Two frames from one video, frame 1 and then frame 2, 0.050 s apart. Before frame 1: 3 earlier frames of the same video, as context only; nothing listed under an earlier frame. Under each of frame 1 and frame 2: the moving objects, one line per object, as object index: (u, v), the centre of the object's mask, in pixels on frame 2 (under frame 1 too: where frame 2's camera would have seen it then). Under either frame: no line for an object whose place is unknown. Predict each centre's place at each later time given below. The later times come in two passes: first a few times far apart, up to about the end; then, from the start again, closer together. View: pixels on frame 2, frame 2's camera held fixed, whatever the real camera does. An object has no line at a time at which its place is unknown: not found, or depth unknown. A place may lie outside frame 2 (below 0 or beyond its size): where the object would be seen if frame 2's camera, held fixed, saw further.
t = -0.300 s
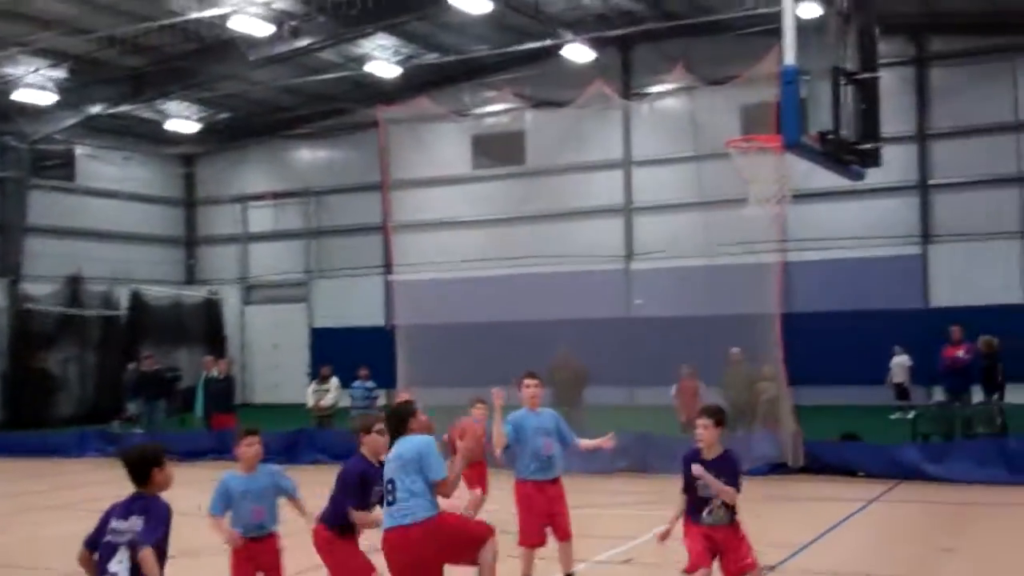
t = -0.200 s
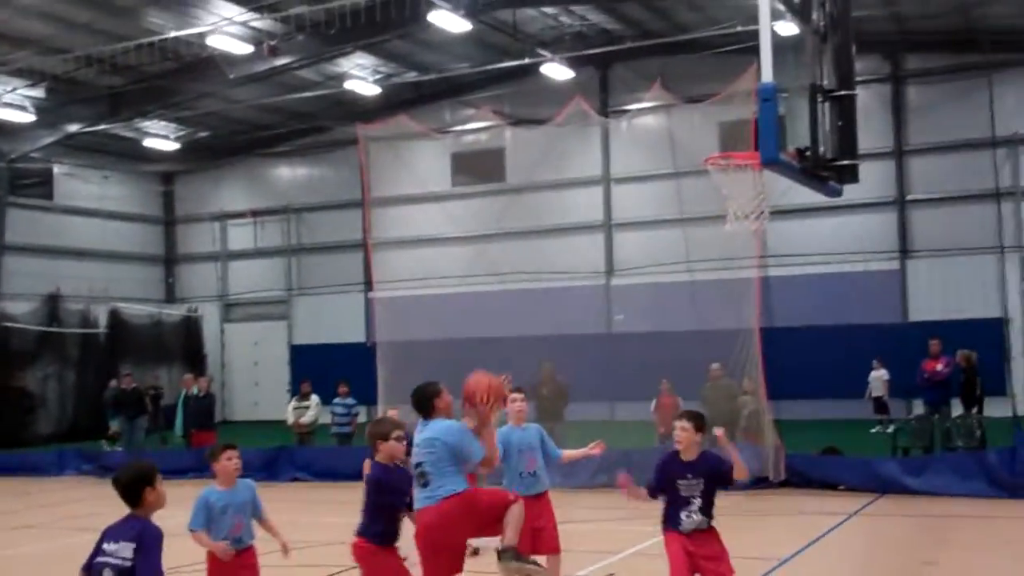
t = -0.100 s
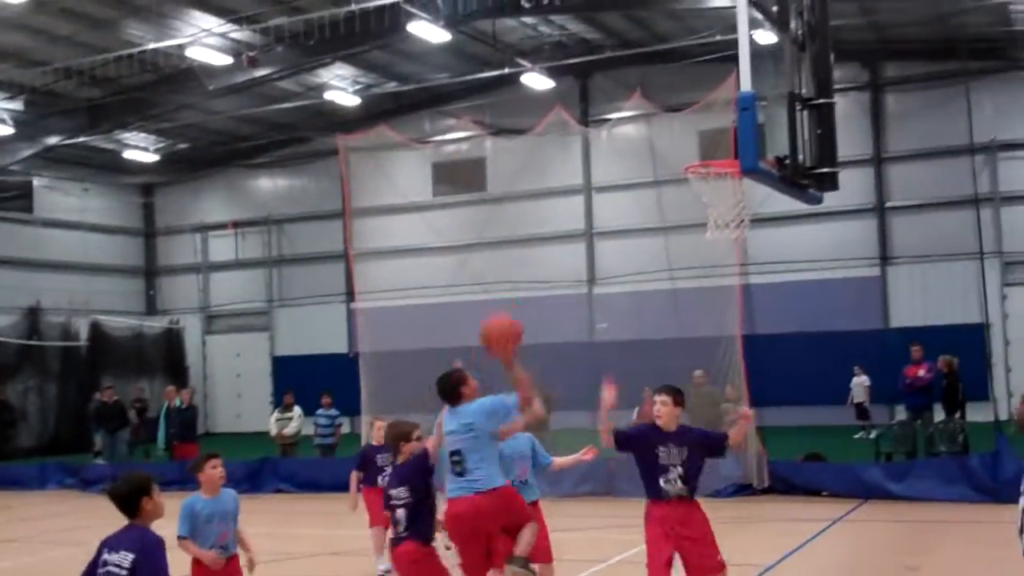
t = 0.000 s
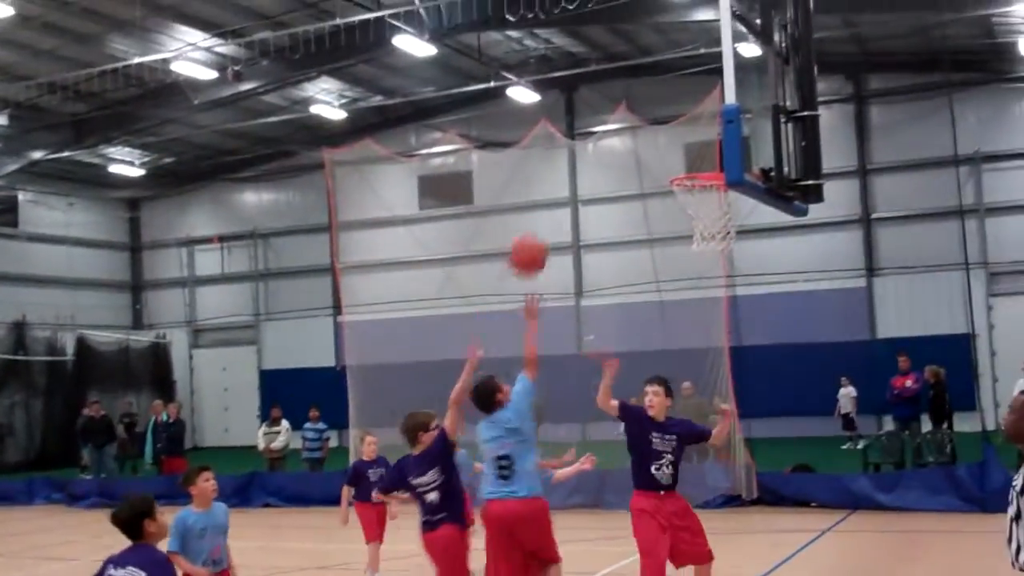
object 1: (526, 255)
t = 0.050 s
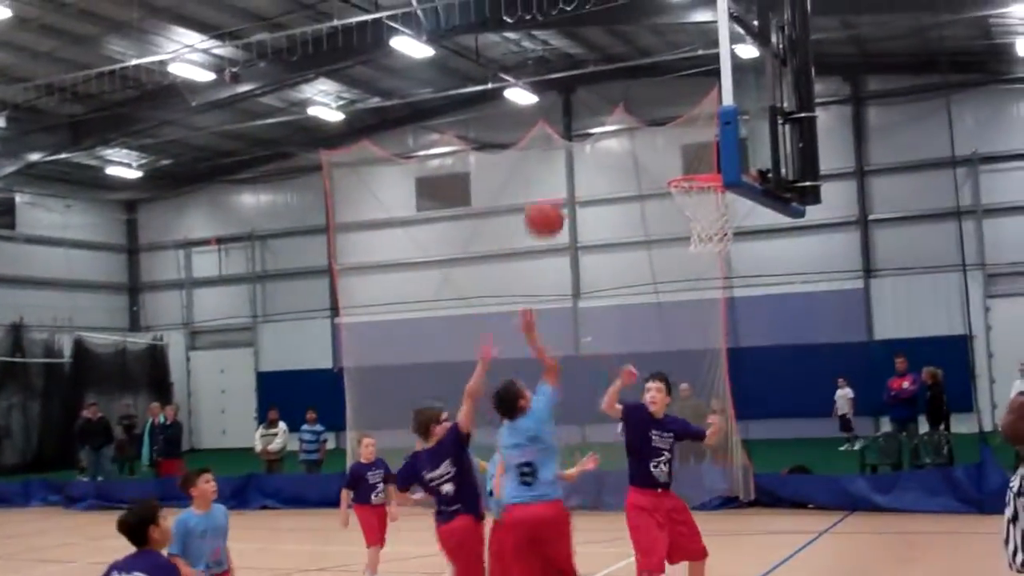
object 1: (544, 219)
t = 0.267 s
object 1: (630, 103)
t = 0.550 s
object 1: (741, 76)
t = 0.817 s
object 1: (696, 161)
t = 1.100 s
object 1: (709, 145)
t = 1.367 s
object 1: (711, 181)
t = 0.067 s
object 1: (553, 204)
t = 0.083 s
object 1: (558, 193)
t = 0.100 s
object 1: (565, 184)
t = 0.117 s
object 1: (571, 174)
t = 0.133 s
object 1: (578, 166)
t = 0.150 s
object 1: (583, 154)
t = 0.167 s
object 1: (588, 148)
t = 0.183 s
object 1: (595, 140)
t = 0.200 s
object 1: (602, 131)
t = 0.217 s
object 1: (611, 122)
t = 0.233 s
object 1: (619, 115)
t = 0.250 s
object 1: (625, 108)
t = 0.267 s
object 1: (630, 103)
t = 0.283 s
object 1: (635, 99)
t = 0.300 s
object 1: (642, 96)
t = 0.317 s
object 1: (649, 90)
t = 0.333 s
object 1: (654, 86)
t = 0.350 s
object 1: (659, 84)
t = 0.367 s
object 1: (667, 81)
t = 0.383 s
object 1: (673, 78)
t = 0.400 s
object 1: (680, 76)
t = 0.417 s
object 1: (685, 75)
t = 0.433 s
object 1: (691, 75)
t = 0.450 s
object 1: (698, 74)
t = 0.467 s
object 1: (702, 72)
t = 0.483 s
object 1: (706, 73)
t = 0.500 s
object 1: (710, 73)
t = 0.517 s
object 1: (712, 75)
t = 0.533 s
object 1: (740, 73)
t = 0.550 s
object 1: (741, 76)
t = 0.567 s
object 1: (740, 76)
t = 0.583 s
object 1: (715, 83)
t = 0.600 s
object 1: (714, 85)
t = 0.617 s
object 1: (713, 89)
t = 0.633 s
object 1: (712, 93)
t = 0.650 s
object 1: (710, 98)
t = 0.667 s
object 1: (710, 102)
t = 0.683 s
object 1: (709, 106)
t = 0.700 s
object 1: (706, 114)
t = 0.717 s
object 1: (705, 118)
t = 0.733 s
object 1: (705, 125)
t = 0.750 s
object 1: (704, 132)
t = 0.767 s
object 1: (700, 141)
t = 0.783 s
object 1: (699, 151)
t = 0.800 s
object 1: (698, 157)
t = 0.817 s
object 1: (696, 161)
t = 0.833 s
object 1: (692, 166)
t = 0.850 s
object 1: (693, 165)
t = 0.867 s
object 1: (696, 162)
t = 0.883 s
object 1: (697, 161)
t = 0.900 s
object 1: (698, 160)
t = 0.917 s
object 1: (700, 159)
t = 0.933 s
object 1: (701, 159)
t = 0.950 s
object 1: (702, 158)
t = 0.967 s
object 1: (702, 157)
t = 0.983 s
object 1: (704, 156)
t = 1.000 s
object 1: (705, 157)
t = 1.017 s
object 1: (705, 157)
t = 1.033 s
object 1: (706, 154)
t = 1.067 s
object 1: (709, 146)
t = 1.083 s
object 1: (709, 147)
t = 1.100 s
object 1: (709, 145)
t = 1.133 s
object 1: (711, 145)
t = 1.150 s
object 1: (711, 147)
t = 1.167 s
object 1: (711, 147)
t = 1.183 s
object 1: (711, 146)
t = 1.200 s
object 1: (711, 149)
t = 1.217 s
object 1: (712, 151)
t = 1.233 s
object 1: (713, 153)
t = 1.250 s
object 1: (715, 155)
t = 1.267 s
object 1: (714, 159)
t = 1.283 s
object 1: (715, 162)
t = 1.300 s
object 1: (715, 165)
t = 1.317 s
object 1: (714, 168)
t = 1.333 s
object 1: (713, 172)
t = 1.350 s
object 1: (712, 177)
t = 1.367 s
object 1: (711, 181)
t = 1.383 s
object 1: (711, 186)
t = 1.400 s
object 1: (710, 190)
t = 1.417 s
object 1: (708, 196)
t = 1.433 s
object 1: (705, 206)
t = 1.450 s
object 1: (703, 211)
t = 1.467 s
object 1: (702, 219)
